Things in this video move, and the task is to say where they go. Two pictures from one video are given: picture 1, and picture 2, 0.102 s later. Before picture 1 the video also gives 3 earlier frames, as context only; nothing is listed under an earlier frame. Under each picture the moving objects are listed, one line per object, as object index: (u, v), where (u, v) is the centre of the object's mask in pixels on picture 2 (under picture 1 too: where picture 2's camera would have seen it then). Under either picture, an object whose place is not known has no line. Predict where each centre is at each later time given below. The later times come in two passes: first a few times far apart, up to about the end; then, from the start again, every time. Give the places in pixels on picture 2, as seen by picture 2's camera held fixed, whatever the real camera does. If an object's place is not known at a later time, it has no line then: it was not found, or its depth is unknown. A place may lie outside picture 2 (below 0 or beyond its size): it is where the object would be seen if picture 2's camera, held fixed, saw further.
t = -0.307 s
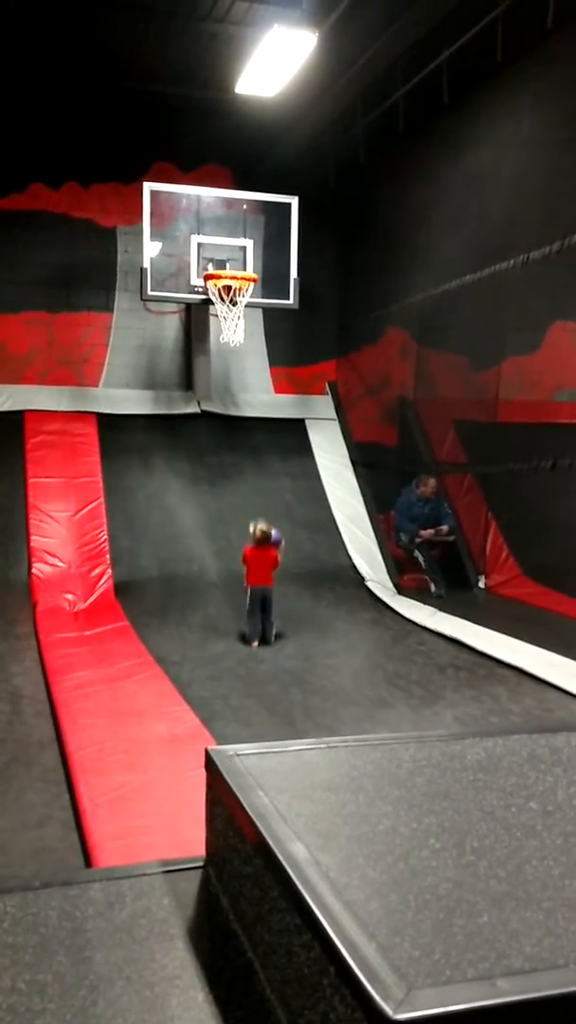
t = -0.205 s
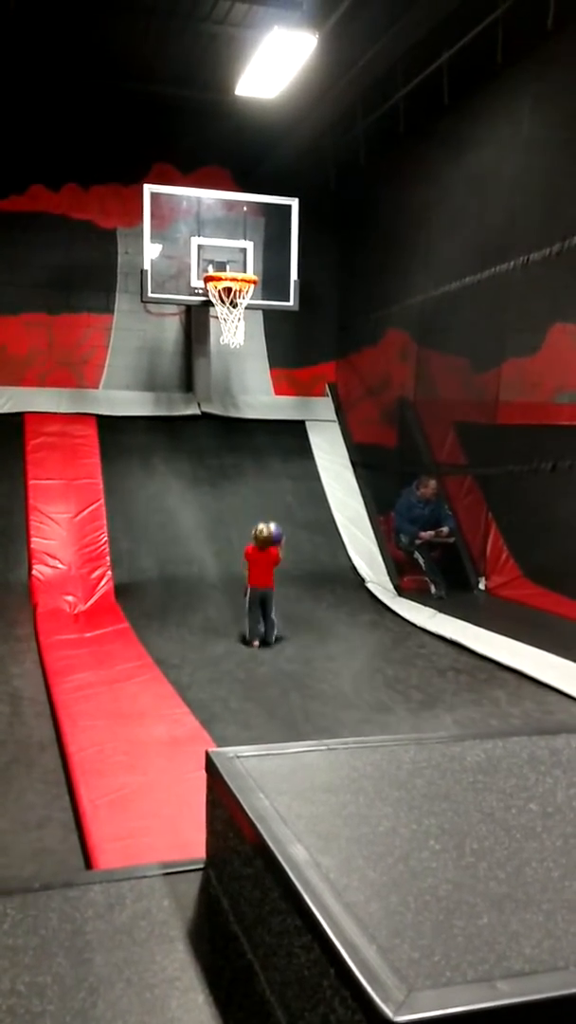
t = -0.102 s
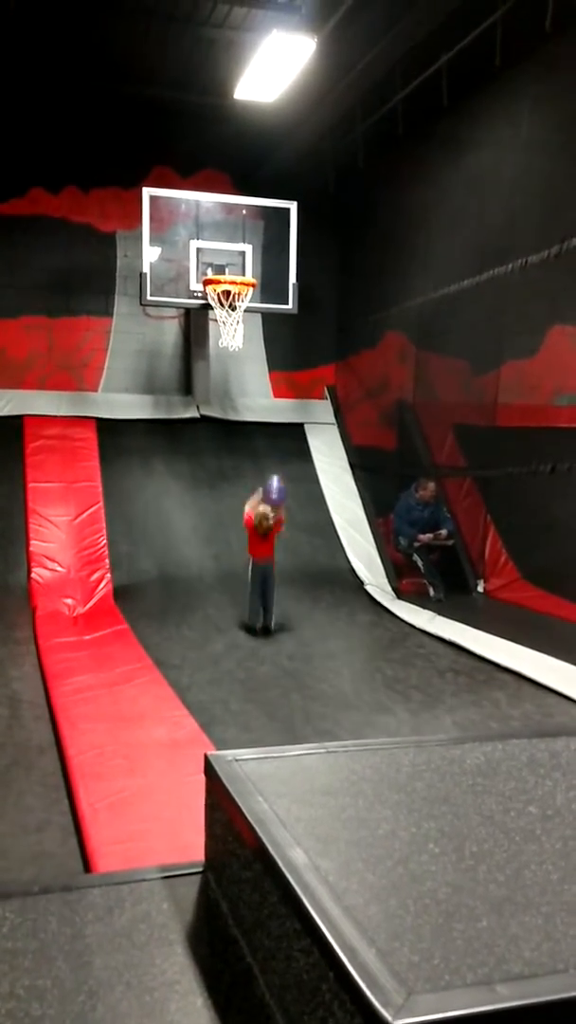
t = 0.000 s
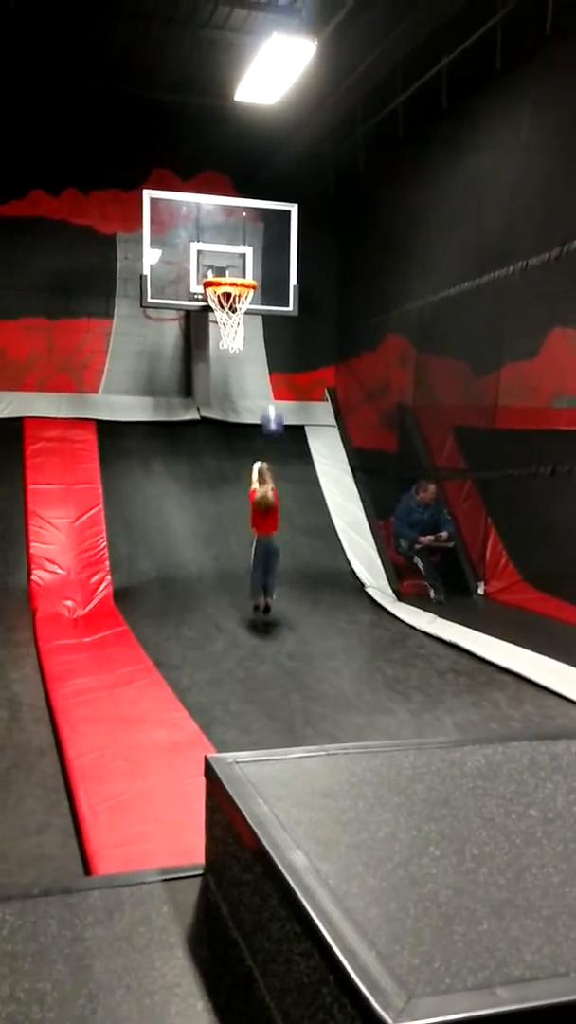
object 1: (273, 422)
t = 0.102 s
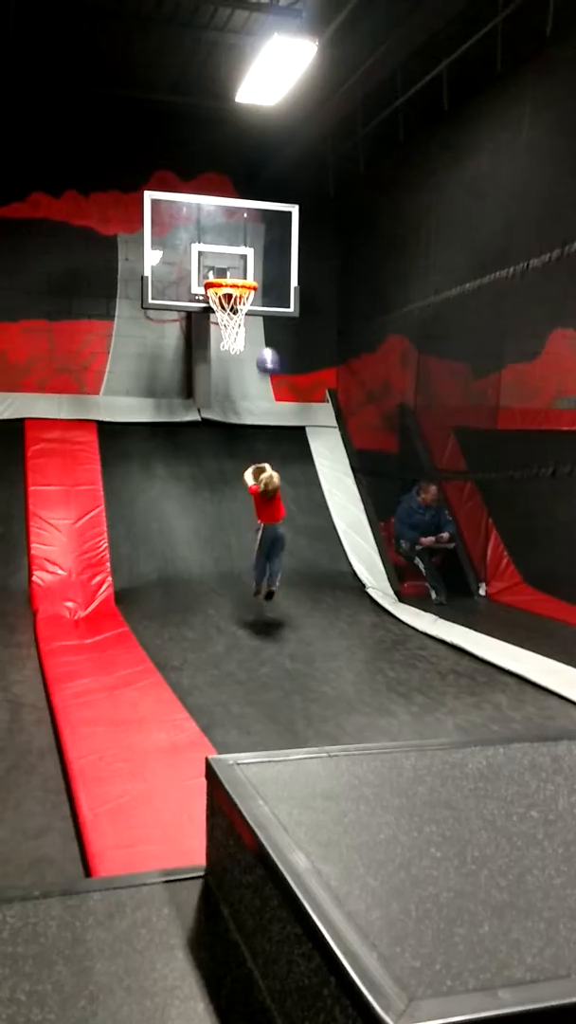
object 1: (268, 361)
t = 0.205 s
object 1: (262, 317)
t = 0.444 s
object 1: (251, 262)
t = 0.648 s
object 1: (242, 263)
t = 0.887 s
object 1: (242, 303)
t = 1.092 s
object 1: (245, 376)
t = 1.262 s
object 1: (249, 489)
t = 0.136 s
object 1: (266, 345)
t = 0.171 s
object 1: (264, 330)
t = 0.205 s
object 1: (262, 317)
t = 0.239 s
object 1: (261, 305)
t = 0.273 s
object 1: (260, 293)
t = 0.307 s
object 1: (258, 284)
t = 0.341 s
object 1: (256, 277)
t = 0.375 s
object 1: (254, 269)
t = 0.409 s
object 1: (252, 264)
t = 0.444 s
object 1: (251, 262)
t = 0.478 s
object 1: (249, 259)
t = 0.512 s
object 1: (247, 257)
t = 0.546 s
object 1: (246, 257)
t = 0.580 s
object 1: (244, 258)
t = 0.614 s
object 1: (243, 259)
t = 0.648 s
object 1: (242, 263)
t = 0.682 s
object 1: (240, 268)
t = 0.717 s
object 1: (238, 275)
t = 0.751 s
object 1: (238, 279)
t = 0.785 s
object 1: (239, 283)
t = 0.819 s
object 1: (240, 288)
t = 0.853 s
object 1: (240, 295)
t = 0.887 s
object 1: (242, 303)
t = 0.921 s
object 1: (242, 311)
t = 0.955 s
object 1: (244, 322)
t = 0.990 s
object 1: (244, 333)
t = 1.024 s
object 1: (244, 345)
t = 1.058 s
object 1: (245, 360)
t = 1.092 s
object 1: (245, 376)
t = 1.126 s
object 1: (245, 391)
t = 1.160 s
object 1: (247, 409)
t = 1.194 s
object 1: (247, 427)
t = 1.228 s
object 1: (248, 465)
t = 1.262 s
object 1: (249, 489)
